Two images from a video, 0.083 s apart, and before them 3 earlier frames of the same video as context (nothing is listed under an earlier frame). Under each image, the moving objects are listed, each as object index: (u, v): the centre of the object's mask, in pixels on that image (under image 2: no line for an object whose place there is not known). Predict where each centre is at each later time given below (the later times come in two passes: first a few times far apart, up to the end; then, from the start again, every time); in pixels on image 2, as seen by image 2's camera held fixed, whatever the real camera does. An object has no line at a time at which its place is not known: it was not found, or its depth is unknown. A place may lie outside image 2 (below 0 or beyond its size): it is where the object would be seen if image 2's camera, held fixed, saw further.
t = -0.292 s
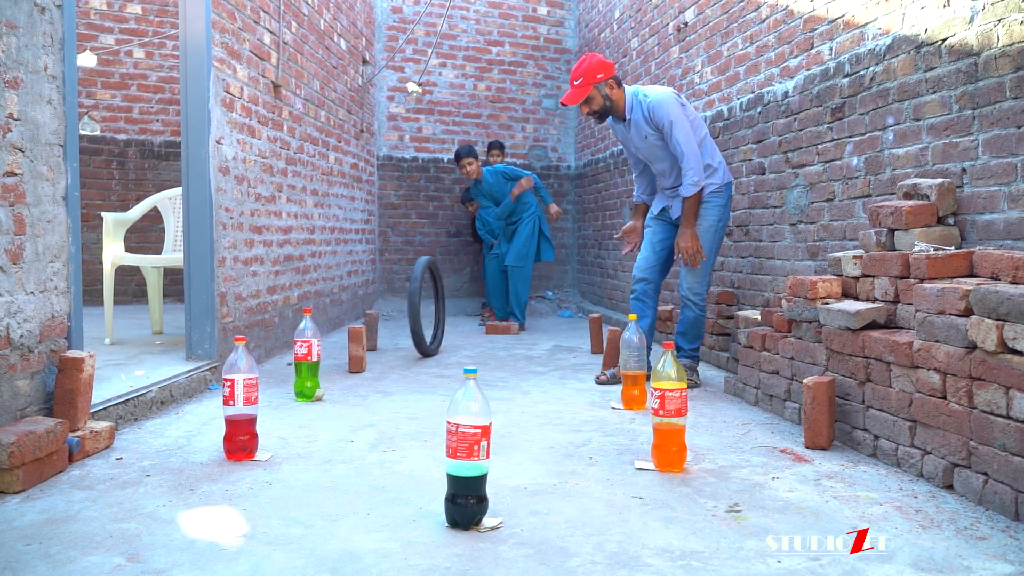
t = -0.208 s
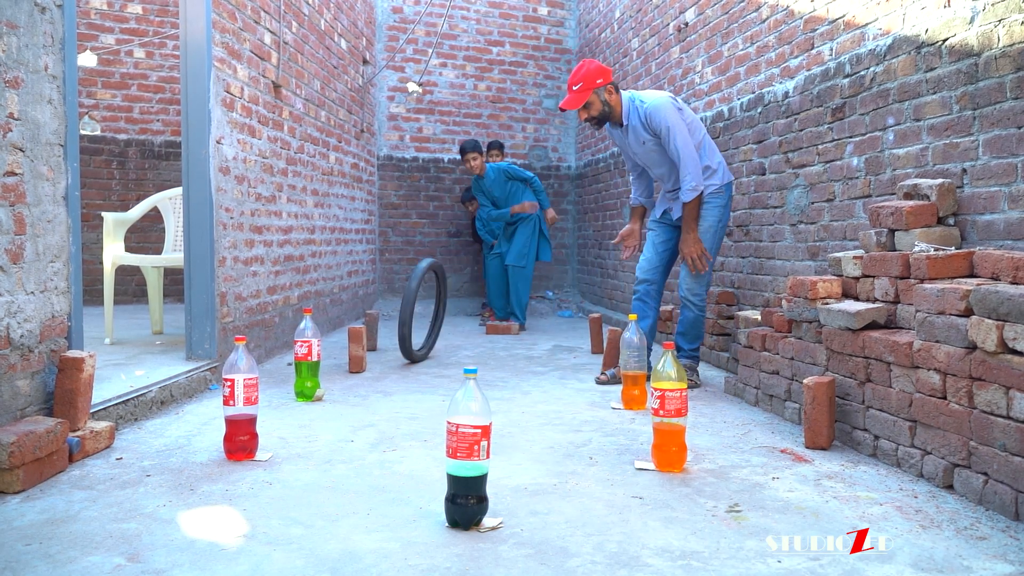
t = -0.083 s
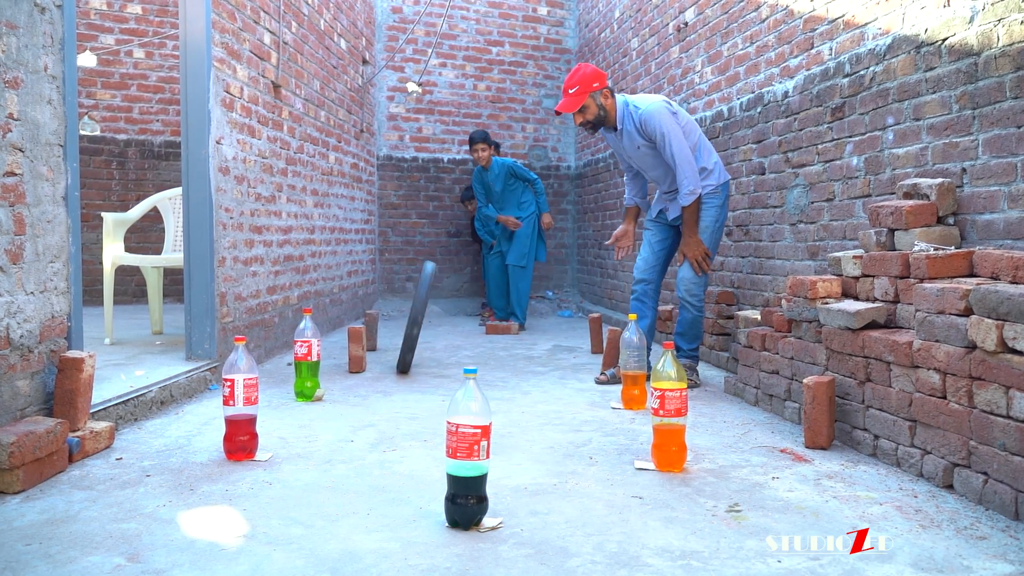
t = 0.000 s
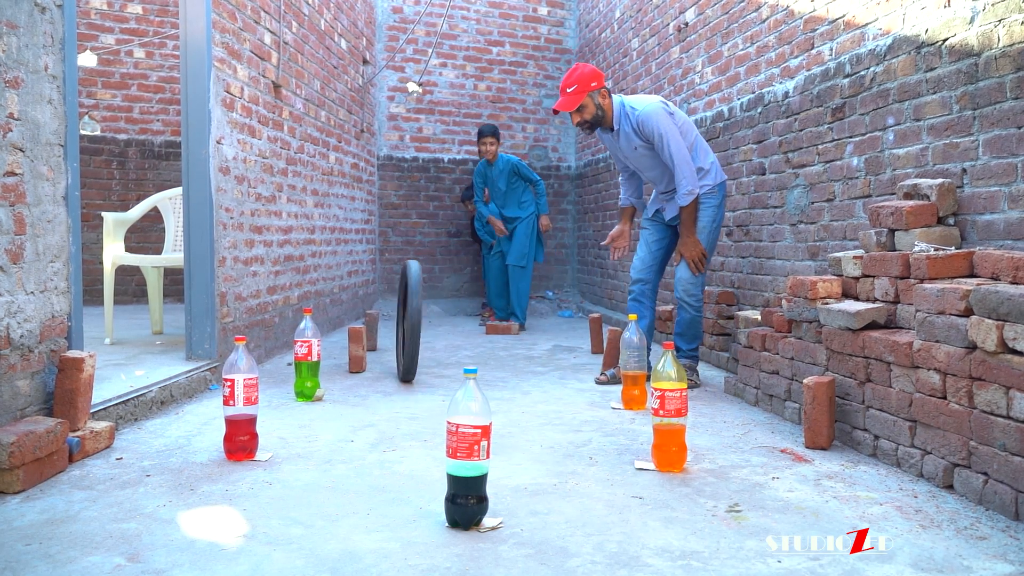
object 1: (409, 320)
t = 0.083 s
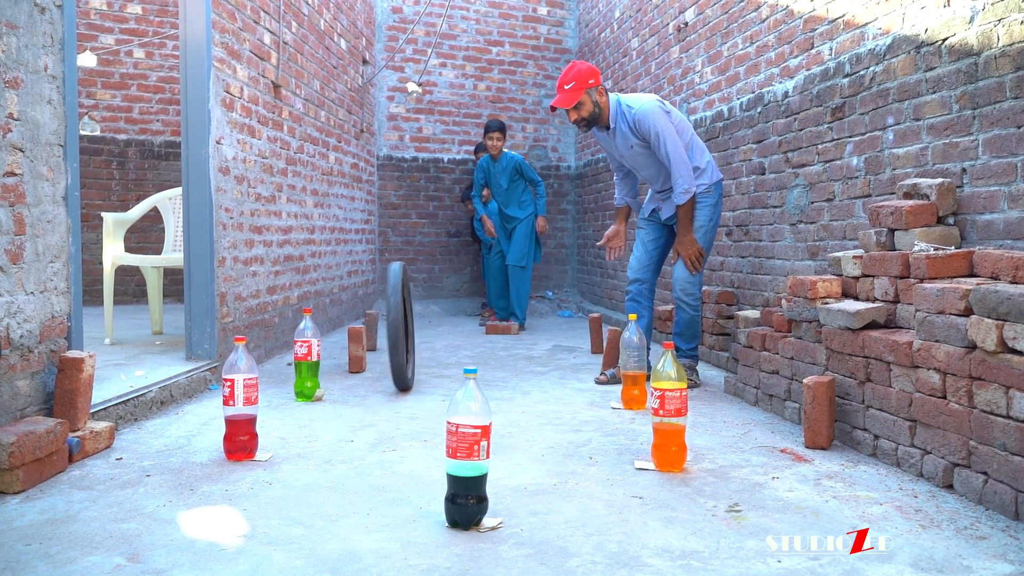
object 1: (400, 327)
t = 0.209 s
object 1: (392, 334)
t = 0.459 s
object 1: (376, 363)
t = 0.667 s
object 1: (357, 396)
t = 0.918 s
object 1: (338, 441)
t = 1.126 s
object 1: (327, 471)
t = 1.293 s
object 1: (303, 509)
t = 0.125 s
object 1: (397, 329)
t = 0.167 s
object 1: (394, 331)
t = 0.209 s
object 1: (392, 334)
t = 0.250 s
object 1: (390, 339)
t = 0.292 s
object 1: (388, 343)
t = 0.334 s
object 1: (387, 348)
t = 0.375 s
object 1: (384, 351)
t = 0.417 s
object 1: (381, 356)
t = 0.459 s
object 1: (376, 363)
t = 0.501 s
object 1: (369, 368)
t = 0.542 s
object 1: (365, 374)
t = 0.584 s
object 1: (361, 382)
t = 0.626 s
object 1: (358, 388)
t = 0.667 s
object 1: (357, 396)
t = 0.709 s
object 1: (355, 409)
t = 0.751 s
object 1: (356, 423)
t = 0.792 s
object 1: (354, 433)
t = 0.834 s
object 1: (351, 437)
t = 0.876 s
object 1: (346, 440)
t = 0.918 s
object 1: (338, 441)
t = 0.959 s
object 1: (320, 450)
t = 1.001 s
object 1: (311, 451)
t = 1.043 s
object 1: (309, 454)
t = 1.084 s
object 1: (315, 461)
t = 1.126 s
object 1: (327, 471)
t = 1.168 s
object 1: (341, 473)
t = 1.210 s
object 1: (356, 487)
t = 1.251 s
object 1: (337, 501)
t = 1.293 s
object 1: (303, 509)
